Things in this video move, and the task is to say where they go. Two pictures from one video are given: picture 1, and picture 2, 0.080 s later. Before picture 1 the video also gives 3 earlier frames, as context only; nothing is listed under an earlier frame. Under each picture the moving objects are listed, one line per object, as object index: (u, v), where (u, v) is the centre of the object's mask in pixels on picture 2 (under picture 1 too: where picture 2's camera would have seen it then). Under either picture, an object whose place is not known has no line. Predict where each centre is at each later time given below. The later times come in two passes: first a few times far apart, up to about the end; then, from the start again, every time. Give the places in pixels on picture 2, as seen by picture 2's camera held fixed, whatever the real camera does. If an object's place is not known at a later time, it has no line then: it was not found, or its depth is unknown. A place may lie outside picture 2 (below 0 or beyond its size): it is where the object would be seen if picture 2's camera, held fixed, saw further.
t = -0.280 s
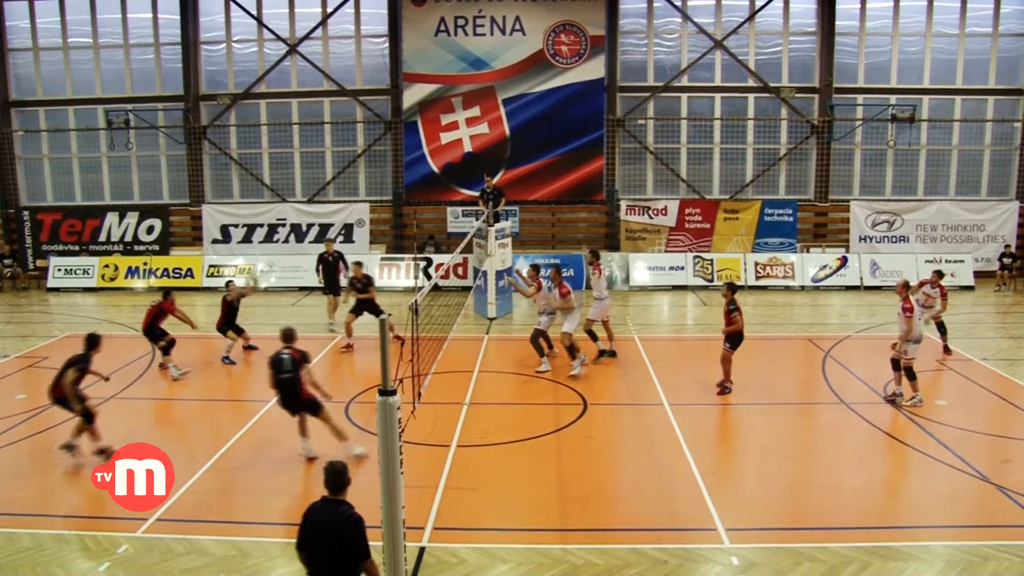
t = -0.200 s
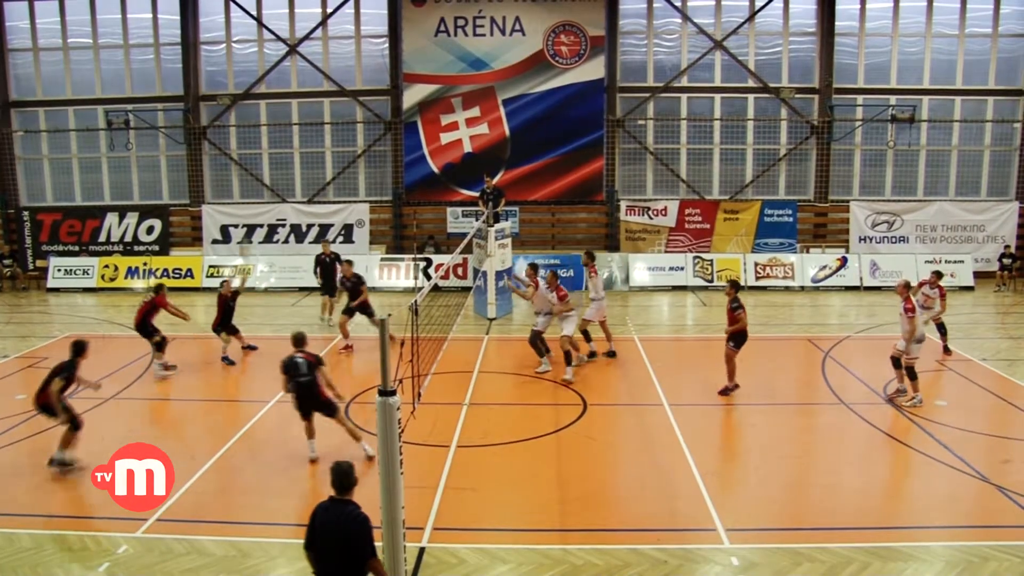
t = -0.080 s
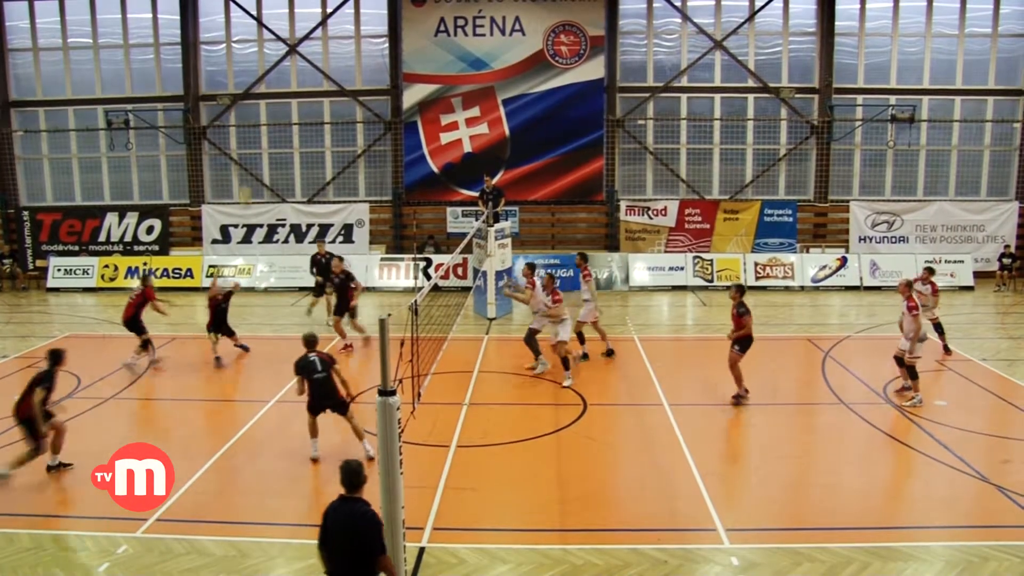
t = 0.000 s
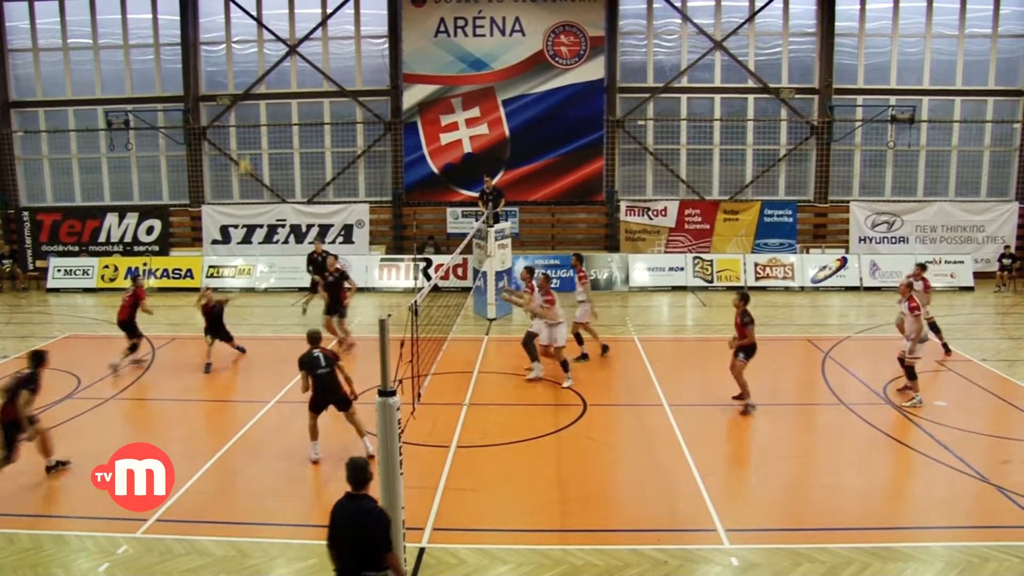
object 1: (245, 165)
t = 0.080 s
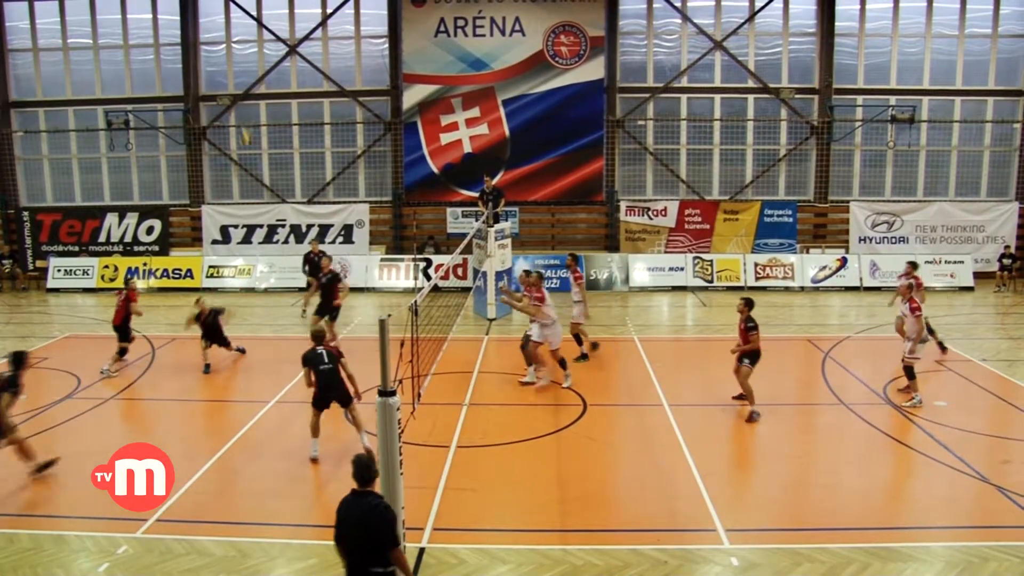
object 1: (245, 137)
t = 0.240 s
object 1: (246, 86)
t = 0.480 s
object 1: (249, 37)
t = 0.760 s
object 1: (255, 31)
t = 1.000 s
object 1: (265, 79)
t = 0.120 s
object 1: (246, 122)
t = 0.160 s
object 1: (247, 111)
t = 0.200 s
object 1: (246, 96)
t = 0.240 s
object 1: (246, 86)
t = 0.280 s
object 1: (246, 76)
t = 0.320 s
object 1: (247, 67)
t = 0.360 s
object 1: (248, 58)
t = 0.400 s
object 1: (248, 50)
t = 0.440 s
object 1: (248, 44)
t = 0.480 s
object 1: (249, 37)
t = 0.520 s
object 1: (249, 34)
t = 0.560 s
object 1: (251, 30)
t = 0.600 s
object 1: (252, 28)
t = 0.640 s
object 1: (252, 27)
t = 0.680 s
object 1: (253, 27)
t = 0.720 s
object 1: (254, 29)
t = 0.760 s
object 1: (255, 31)
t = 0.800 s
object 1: (256, 35)
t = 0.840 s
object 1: (257, 41)
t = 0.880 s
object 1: (259, 49)
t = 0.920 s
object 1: (261, 57)
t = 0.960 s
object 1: (263, 67)
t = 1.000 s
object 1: (265, 79)
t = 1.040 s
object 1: (267, 94)
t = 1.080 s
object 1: (269, 107)
